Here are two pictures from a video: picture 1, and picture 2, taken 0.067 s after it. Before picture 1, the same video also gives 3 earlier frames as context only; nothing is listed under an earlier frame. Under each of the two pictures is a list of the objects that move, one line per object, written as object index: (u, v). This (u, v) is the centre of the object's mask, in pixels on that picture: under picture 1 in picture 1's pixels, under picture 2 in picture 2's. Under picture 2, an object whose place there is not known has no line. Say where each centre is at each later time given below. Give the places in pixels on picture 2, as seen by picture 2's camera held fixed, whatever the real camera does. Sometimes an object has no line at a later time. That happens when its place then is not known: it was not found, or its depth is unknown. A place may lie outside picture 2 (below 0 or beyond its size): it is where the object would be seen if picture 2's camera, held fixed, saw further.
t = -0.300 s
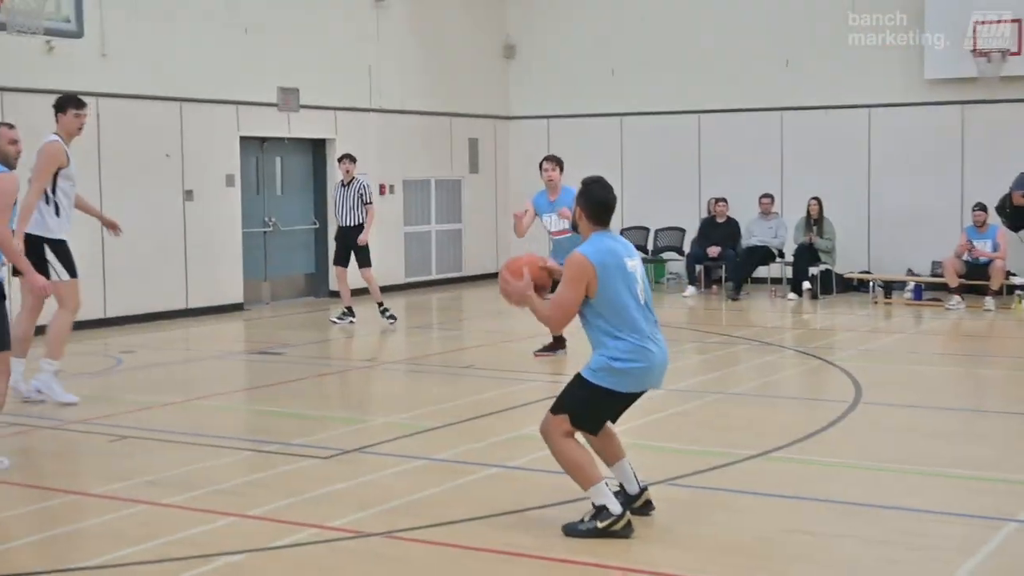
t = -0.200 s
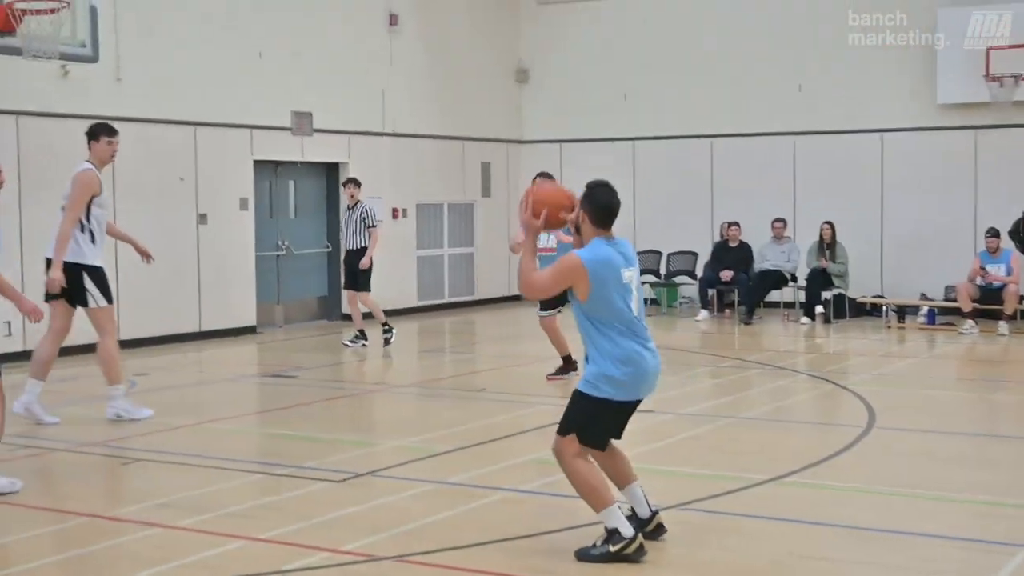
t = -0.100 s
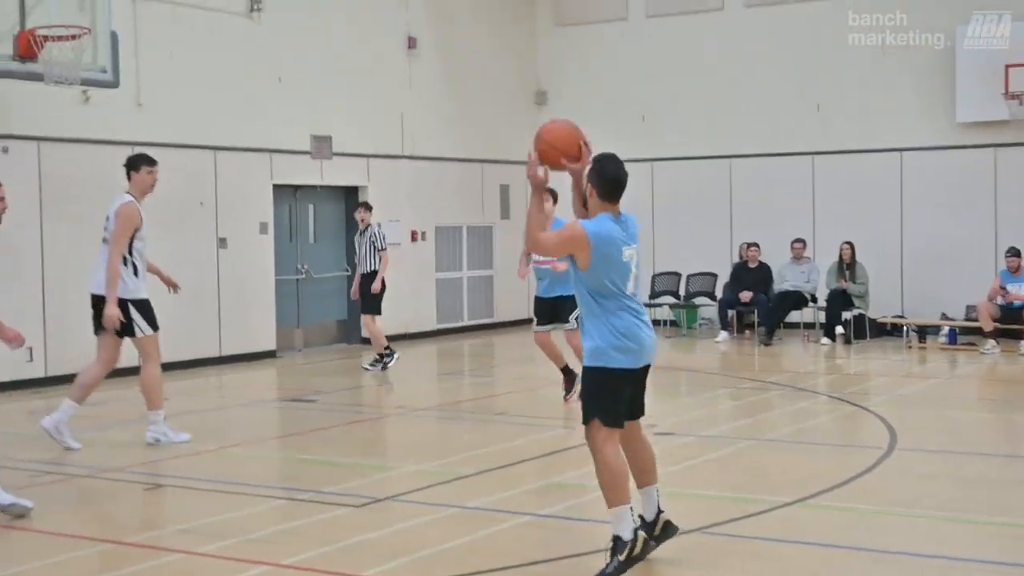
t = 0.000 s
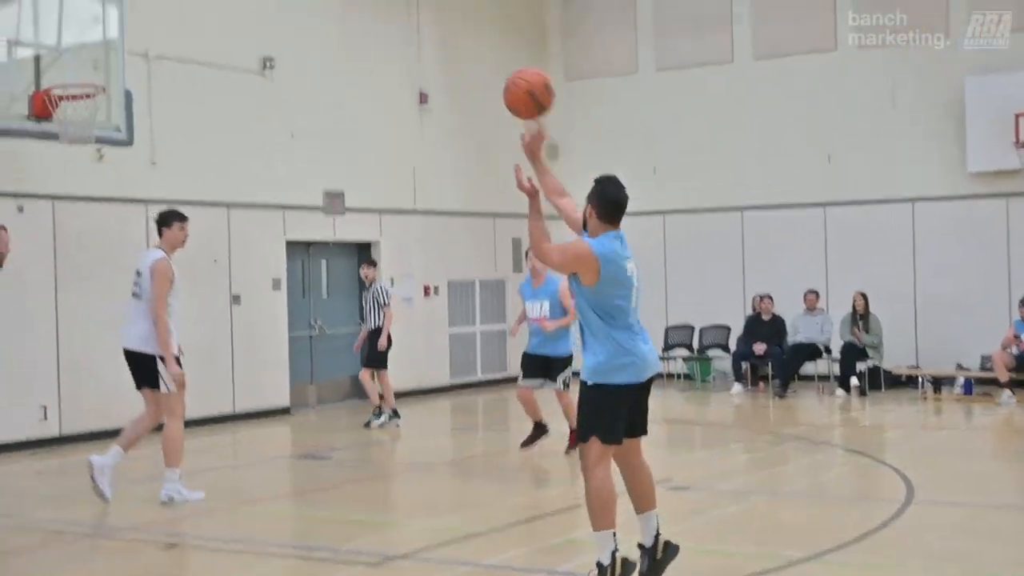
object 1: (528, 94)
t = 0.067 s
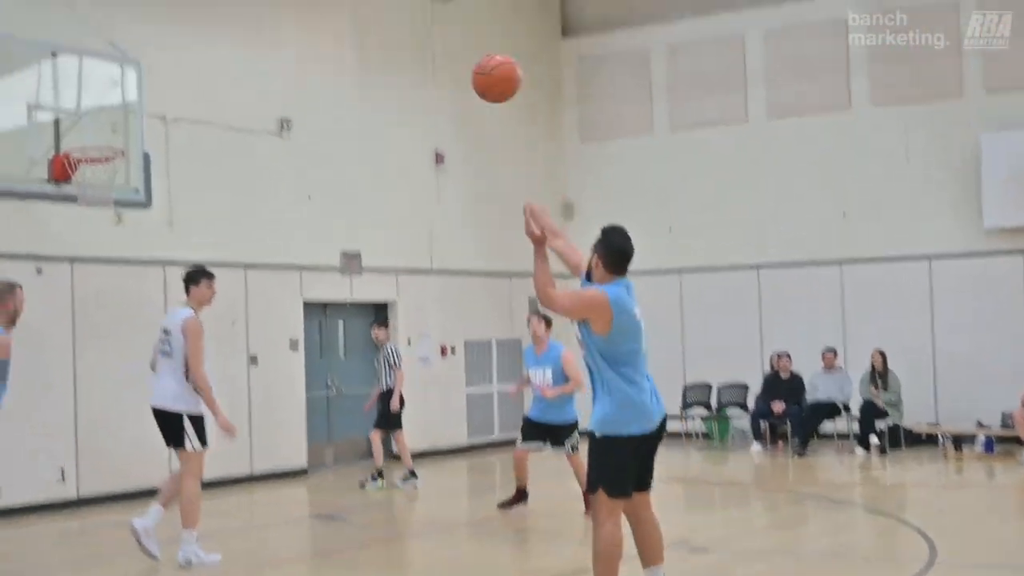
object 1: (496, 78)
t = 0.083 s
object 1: (482, 59)
